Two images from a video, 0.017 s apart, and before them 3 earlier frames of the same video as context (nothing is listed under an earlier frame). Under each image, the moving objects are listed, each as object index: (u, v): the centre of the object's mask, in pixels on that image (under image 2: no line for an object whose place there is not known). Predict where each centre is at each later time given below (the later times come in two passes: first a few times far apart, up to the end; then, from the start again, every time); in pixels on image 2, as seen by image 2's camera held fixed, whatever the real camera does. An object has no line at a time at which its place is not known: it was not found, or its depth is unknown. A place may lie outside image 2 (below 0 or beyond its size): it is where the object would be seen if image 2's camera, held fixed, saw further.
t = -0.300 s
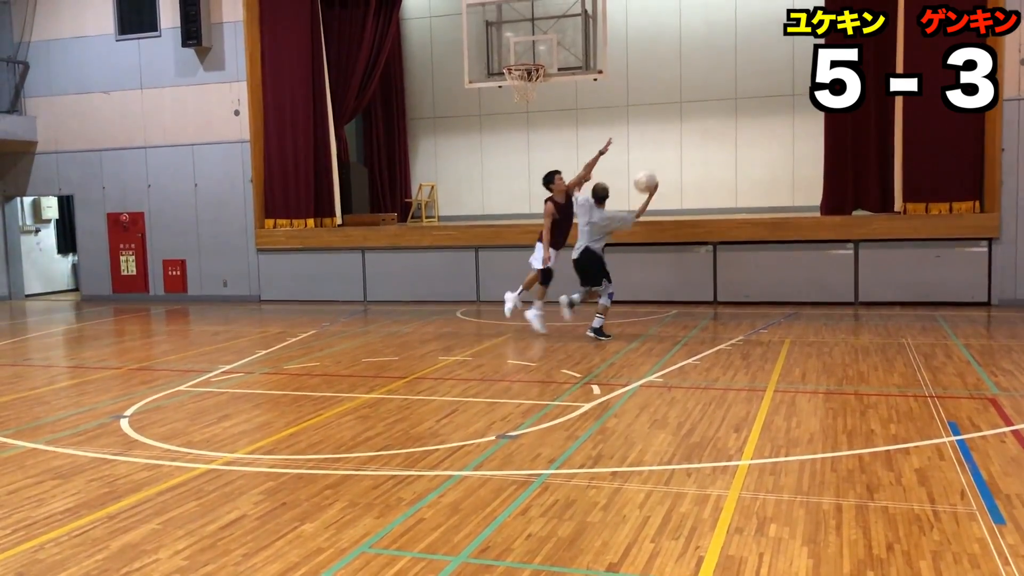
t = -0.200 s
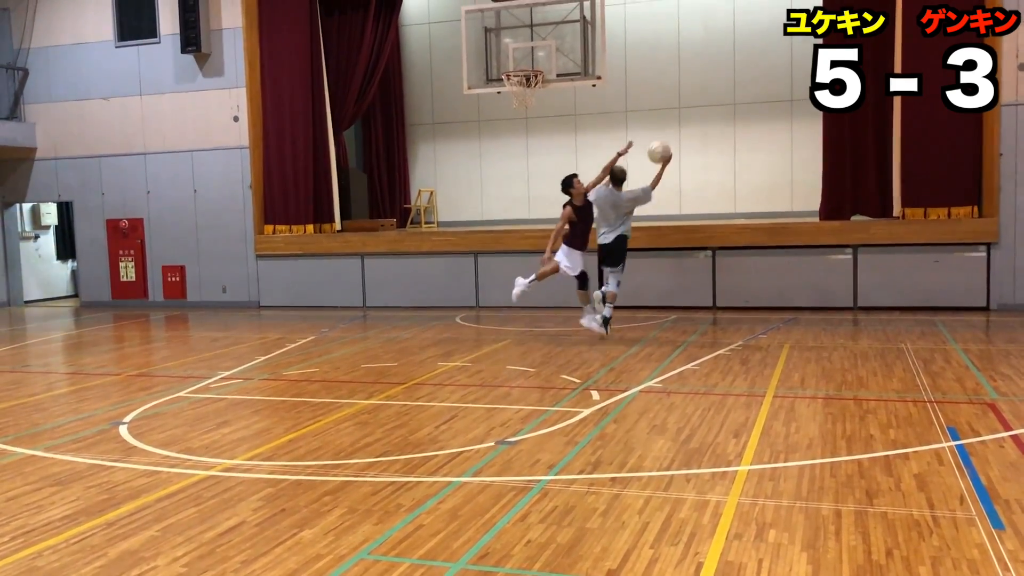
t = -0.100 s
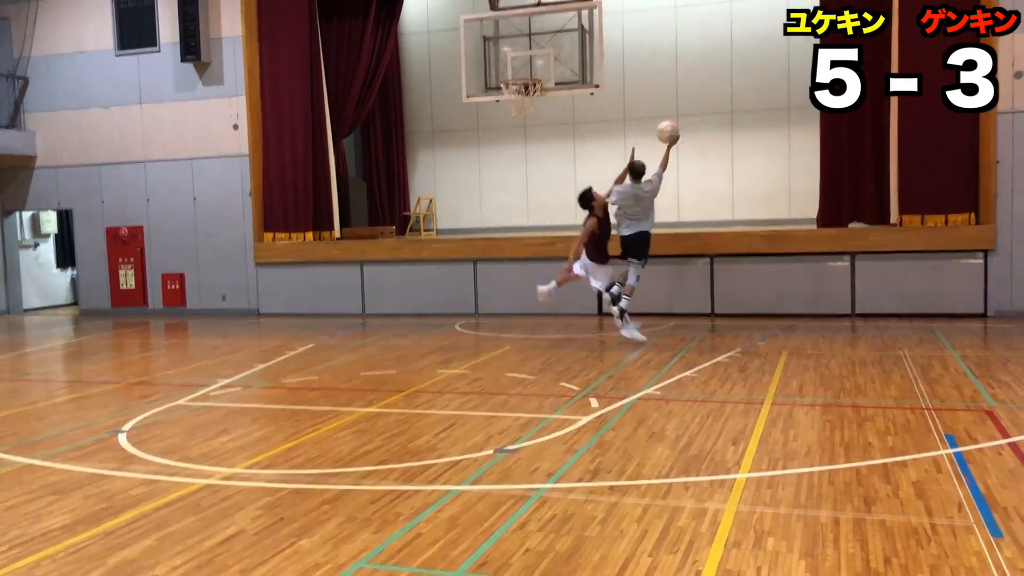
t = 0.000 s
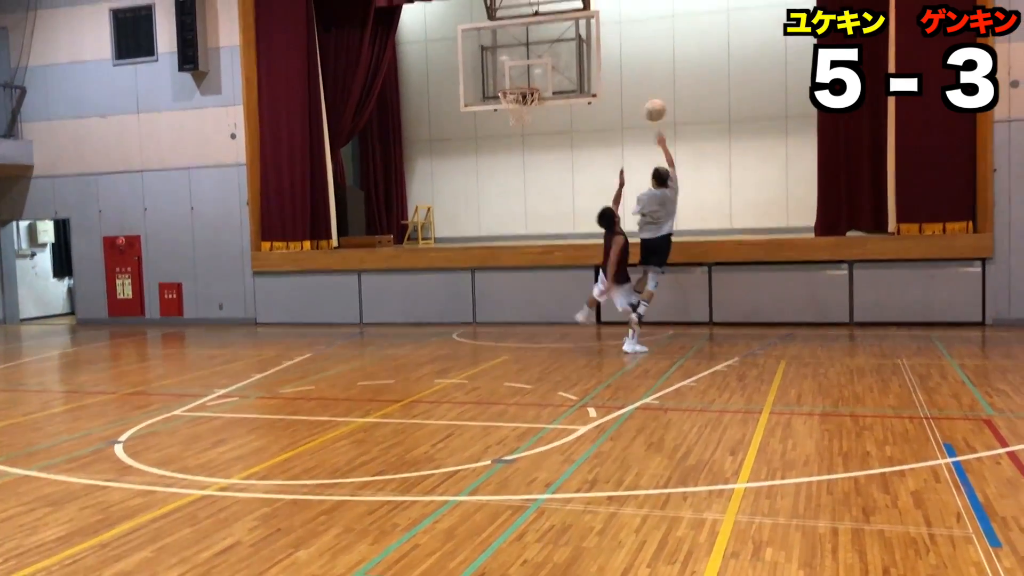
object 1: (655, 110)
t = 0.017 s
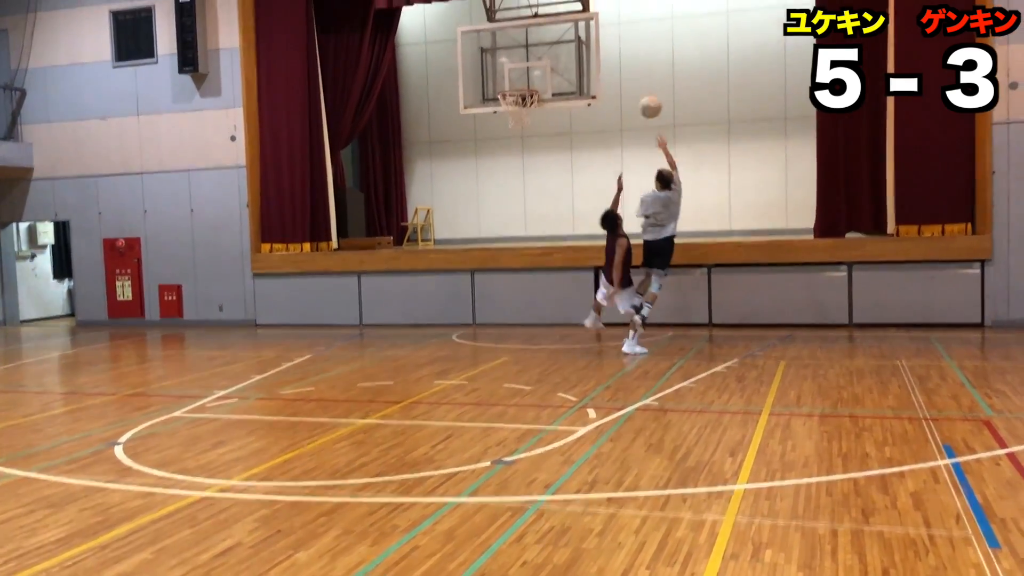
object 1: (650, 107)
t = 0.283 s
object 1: (597, 65)
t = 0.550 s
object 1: (552, 75)
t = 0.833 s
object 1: (575, 91)
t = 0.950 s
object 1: (594, 112)
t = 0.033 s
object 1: (646, 103)
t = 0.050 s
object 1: (642, 98)
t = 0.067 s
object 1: (639, 94)
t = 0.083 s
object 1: (636, 90)
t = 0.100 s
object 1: (632, 87)
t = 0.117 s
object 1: (630, 83)
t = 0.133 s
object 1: (625, 81)
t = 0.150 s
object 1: (622, 78)
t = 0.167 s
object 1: (619, 76)
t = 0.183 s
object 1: (615, 74)
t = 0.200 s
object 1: (613, 71)
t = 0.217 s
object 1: (610, 70)
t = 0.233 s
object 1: (607, 68)
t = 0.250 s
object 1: (603, 67)
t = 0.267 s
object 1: (600, 66)
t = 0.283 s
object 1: (597, 65)
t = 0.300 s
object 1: (594, 64)
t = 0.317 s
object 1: (591, 64)
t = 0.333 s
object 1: (588, 64)
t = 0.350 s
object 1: (585, 64)
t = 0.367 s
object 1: (582, 65)
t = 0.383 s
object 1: (579, 65)
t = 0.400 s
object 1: (577, 66)
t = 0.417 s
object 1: (574, 66)
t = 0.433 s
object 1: (571, 66)
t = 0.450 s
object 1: (568, 67)
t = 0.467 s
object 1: (565, 67)
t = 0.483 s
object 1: (562, 68)
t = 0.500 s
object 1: (560, 70)
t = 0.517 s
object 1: (557, 72)
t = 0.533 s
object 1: (555, 73)
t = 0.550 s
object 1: (552, 75)
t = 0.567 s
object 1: (549, 78)
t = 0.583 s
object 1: (546, 80)
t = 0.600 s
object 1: (544, 83)
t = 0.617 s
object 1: (544, 83)
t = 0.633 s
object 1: (546, 83)
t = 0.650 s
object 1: (549, 82)
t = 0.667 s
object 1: (552, 82)
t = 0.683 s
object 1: (554, 82)
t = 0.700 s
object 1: (556, 81)
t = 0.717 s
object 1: (559, 82)
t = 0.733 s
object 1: (561, 82)
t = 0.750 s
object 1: (563, 83)
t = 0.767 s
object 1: (566, 84)
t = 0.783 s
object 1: (568, 86)
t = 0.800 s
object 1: (571, 88)
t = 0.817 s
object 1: (573, 89)
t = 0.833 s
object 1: (575, 91)
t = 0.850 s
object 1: (578, 93)
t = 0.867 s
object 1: (581, 96)
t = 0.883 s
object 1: (584, 98)
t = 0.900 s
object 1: (586, 102)
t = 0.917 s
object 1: (589, 105)
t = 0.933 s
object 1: (592, 108)
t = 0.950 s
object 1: (594, 112)
